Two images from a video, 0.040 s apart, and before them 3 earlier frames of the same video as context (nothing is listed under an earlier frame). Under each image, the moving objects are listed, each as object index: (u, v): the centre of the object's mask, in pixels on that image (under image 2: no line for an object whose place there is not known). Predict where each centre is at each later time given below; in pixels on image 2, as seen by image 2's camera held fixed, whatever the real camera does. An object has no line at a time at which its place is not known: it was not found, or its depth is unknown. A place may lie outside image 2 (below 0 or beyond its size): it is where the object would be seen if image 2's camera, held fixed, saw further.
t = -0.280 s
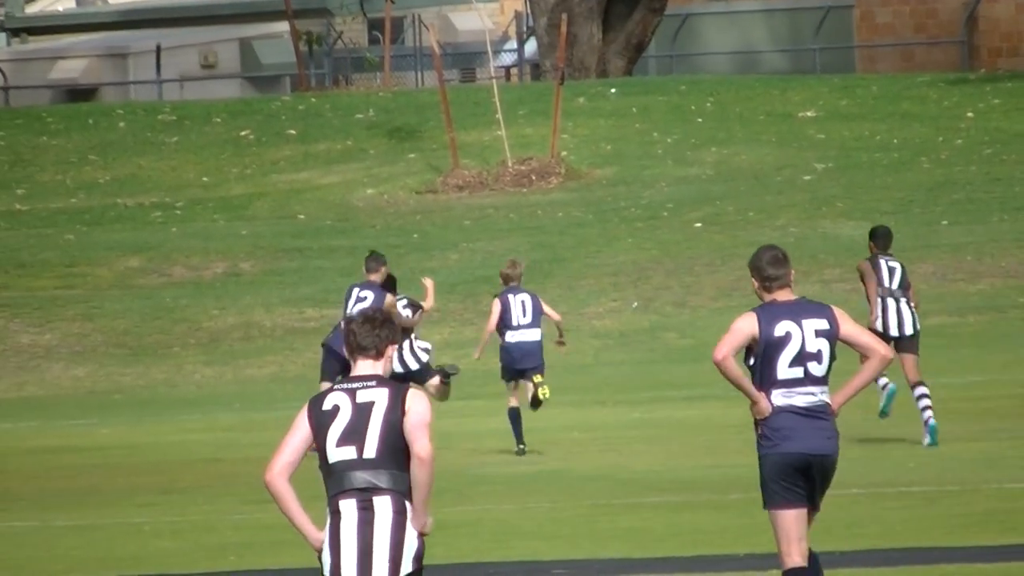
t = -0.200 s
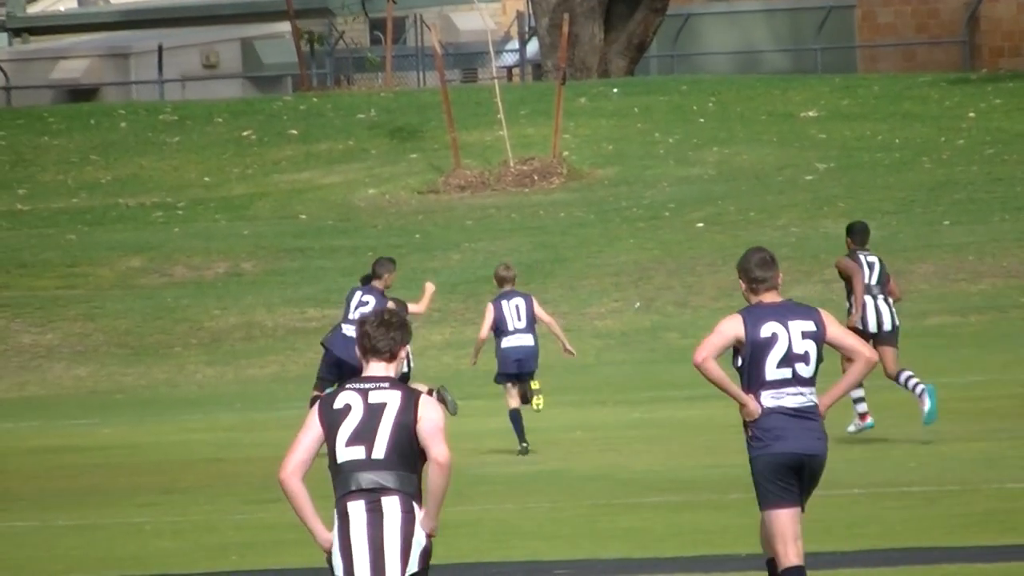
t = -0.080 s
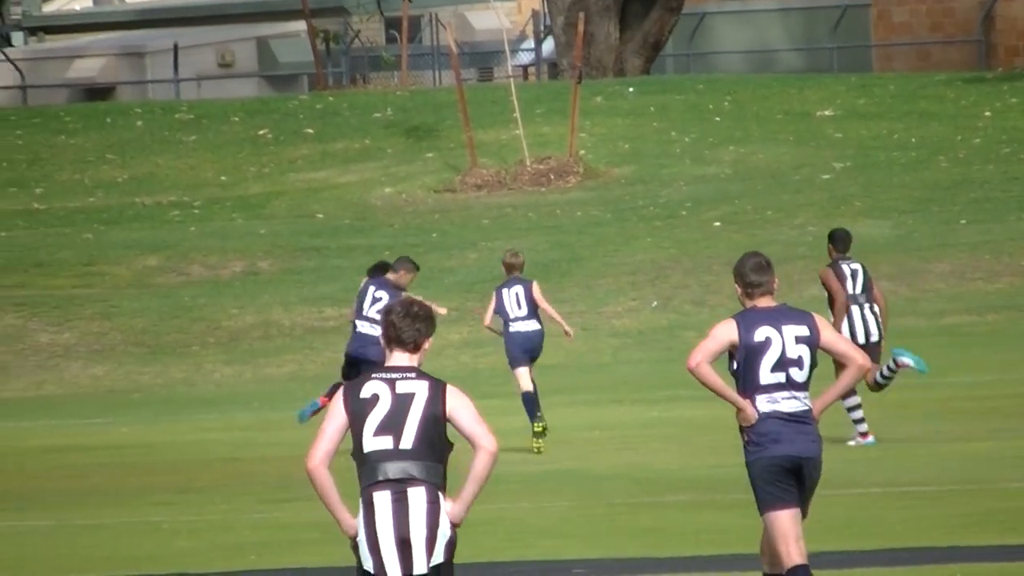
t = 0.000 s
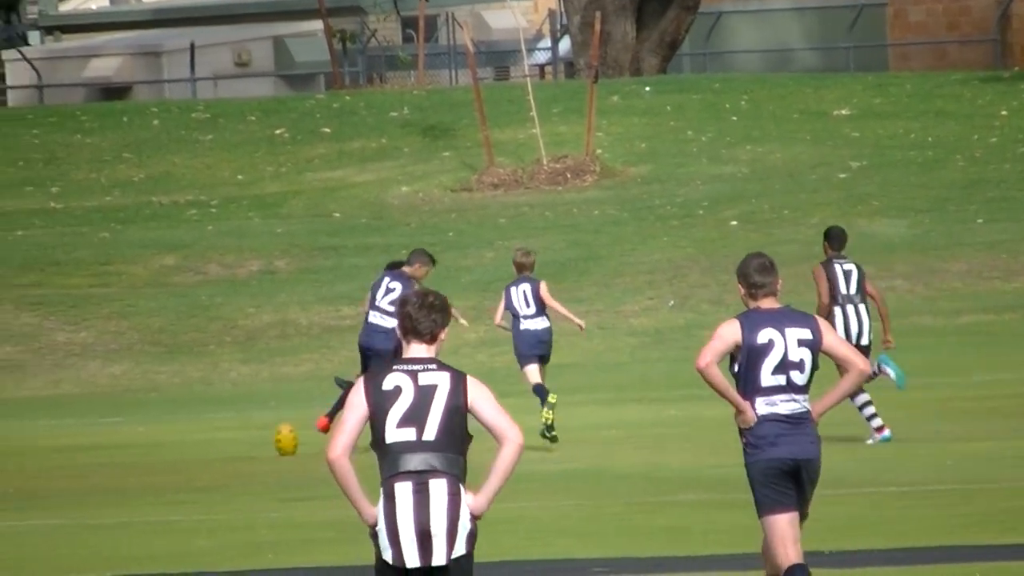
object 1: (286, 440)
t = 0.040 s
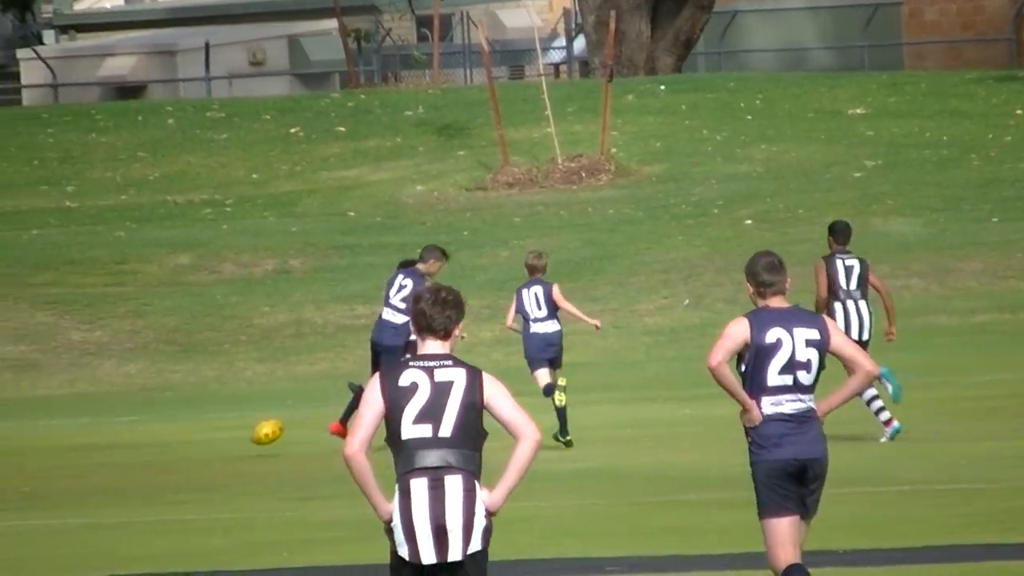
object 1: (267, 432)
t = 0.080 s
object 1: (233, 427)
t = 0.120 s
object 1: (199, 425)
